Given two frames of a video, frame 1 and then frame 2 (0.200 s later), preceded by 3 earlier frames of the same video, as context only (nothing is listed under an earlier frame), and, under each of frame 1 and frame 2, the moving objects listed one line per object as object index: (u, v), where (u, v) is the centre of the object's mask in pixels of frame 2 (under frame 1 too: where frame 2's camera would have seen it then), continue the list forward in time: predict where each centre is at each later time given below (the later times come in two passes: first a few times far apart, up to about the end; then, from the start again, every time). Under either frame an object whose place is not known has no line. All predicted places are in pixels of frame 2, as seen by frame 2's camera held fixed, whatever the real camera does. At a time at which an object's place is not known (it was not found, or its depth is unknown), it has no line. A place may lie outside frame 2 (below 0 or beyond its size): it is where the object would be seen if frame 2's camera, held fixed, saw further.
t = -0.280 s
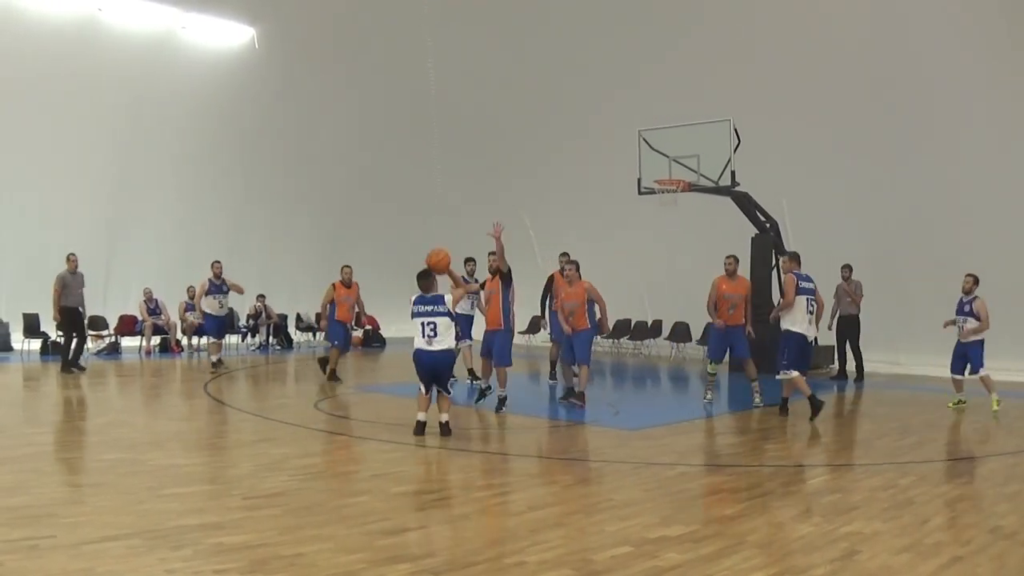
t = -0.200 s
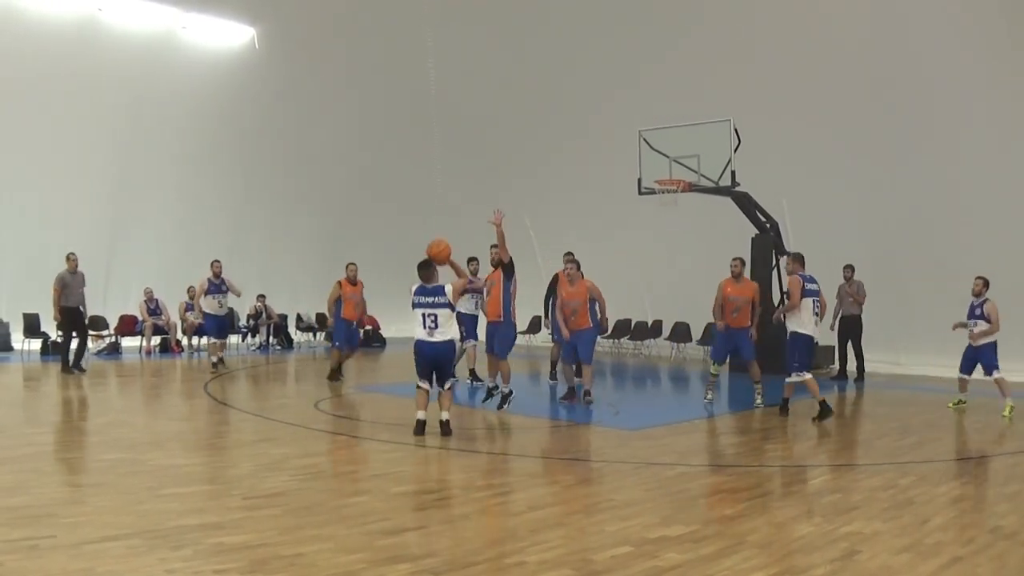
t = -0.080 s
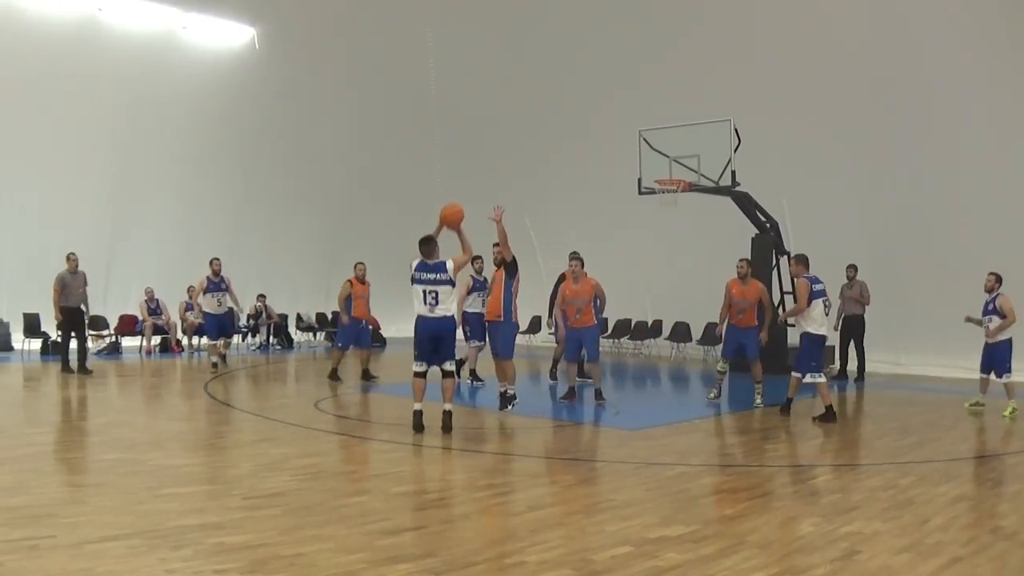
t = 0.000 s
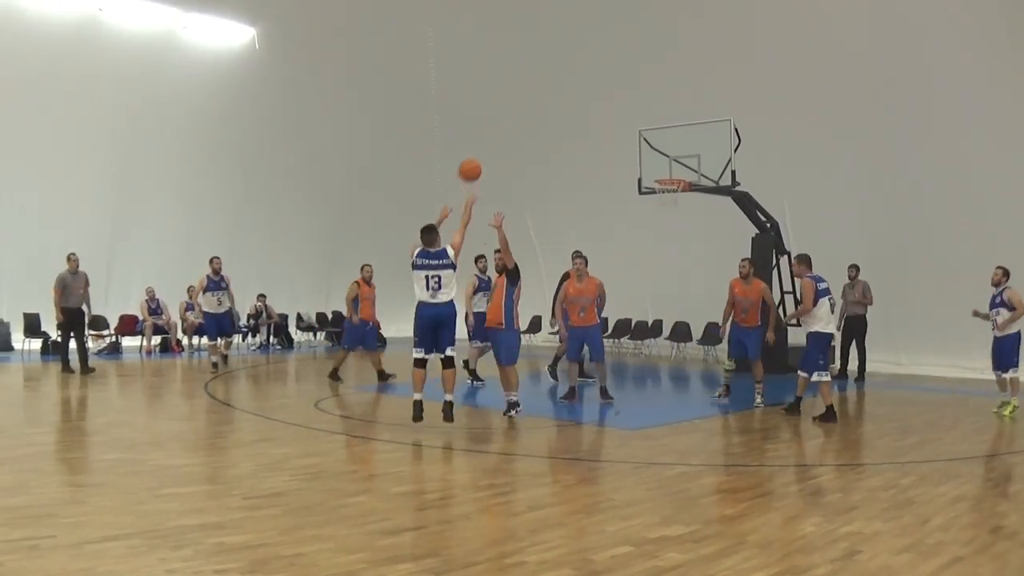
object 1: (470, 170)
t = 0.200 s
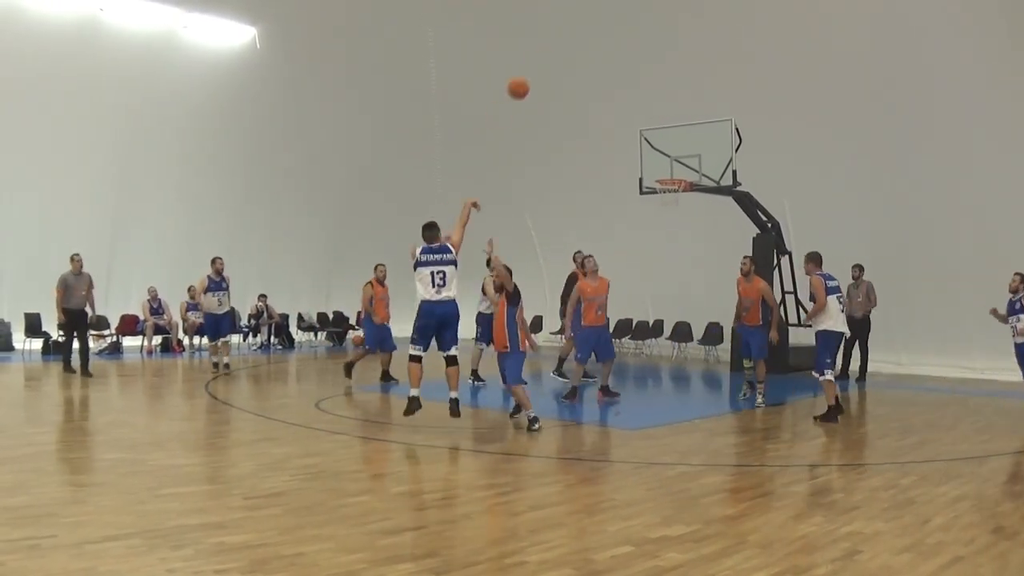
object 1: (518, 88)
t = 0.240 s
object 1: (527, 77)
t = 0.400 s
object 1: (557, 51)
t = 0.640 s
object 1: (596, 52)
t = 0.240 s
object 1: (527, 77)
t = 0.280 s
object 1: (535, 68)
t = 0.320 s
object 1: (542, 61)
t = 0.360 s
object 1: (550, 55)
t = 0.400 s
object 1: (557, 51)
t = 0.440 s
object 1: (564, 48)
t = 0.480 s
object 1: (571, 46)
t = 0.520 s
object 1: (577, 45)
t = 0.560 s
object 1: (583, 46)
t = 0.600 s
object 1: (590, 49)
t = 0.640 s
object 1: (596, 52)
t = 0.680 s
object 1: (601, 56)
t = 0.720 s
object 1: (605, 62)
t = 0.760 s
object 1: (608, 68)
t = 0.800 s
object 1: (611, 75)
